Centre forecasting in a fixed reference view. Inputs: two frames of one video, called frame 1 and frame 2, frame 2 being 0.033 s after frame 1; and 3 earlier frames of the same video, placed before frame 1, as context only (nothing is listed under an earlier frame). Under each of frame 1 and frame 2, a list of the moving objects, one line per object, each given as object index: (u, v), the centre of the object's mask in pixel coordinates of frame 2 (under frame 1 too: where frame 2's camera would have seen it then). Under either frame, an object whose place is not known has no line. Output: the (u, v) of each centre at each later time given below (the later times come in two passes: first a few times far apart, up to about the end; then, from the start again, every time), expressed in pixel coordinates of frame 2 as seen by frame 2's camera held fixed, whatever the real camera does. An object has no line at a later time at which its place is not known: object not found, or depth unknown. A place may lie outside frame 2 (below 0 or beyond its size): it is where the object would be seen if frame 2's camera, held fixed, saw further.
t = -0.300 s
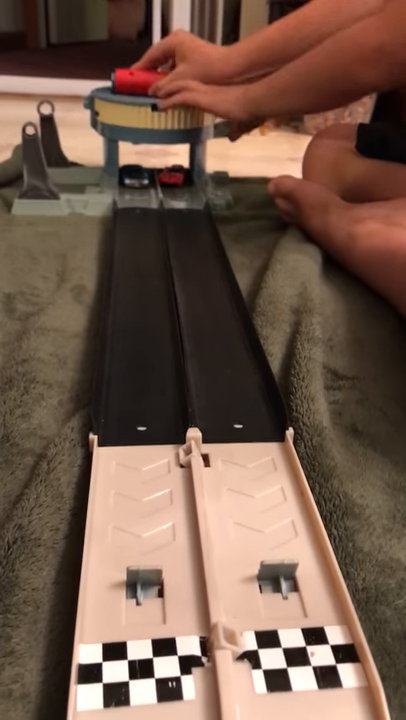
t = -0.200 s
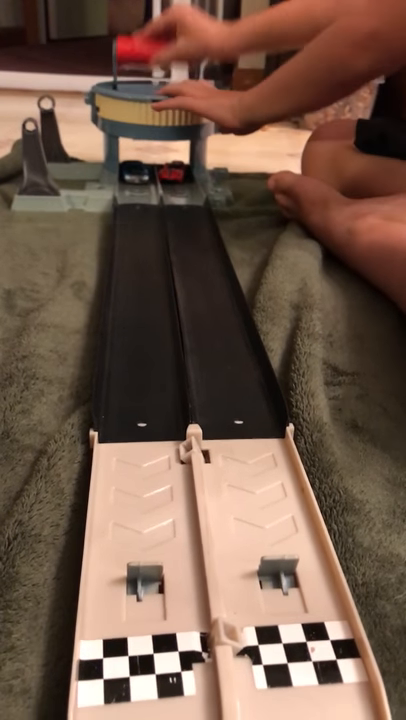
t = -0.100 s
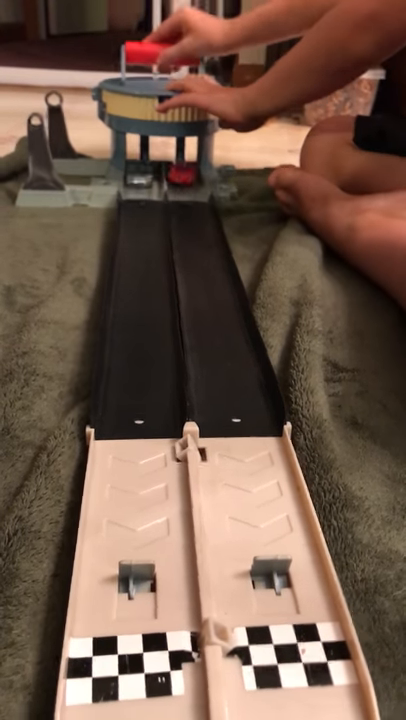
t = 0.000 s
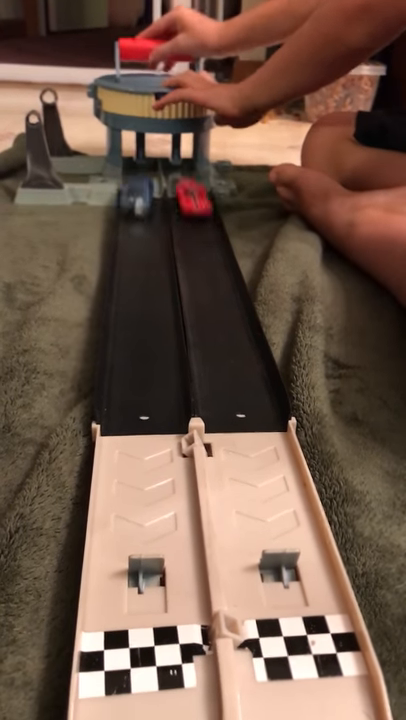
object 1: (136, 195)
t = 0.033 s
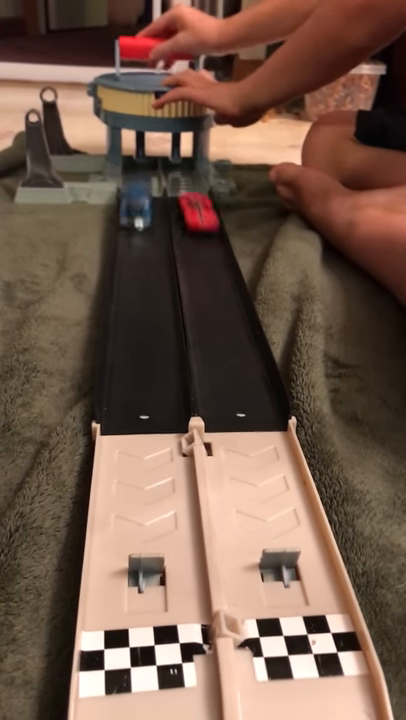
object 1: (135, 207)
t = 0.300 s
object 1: (130, 364)
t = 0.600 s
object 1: (150, 678)
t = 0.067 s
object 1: (134, 221)
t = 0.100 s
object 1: (135, 237)
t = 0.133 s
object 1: (134, 253)
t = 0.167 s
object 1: (133, 271)
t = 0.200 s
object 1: (132, 289)
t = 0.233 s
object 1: (131, 311)
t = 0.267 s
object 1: (131, 336)
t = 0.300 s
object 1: (130, 364)
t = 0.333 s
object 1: (131, 391)
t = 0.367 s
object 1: (137, 425)
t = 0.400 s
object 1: (145, 467)
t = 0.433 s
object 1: (156, 529)
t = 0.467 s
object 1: (160, 581)
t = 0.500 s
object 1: (161, 635)
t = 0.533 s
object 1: (166, 652)
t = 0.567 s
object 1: (167, 686)
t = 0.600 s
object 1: (150, 678)
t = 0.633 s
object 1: (143, 672)
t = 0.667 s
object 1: (142, 672)
